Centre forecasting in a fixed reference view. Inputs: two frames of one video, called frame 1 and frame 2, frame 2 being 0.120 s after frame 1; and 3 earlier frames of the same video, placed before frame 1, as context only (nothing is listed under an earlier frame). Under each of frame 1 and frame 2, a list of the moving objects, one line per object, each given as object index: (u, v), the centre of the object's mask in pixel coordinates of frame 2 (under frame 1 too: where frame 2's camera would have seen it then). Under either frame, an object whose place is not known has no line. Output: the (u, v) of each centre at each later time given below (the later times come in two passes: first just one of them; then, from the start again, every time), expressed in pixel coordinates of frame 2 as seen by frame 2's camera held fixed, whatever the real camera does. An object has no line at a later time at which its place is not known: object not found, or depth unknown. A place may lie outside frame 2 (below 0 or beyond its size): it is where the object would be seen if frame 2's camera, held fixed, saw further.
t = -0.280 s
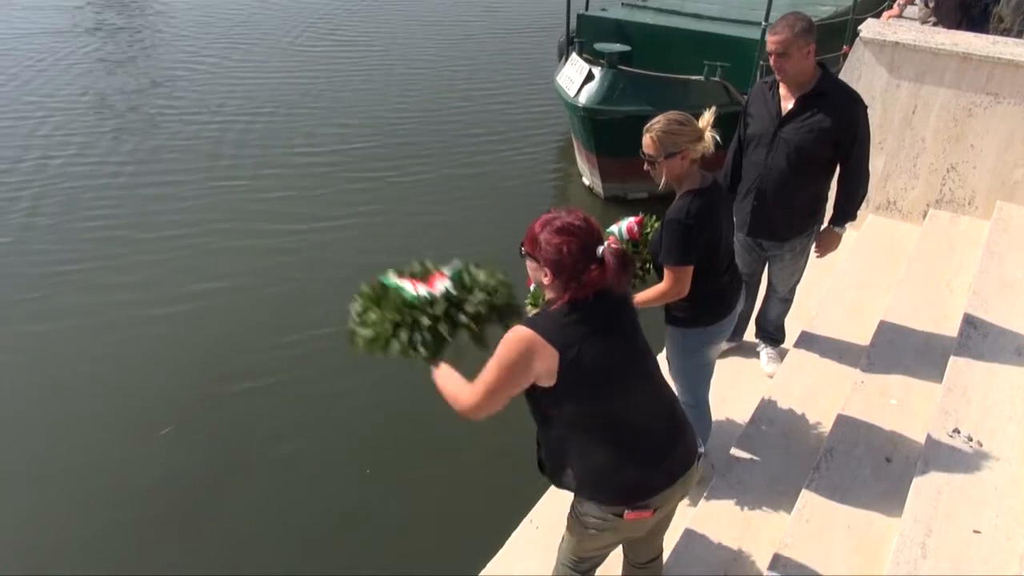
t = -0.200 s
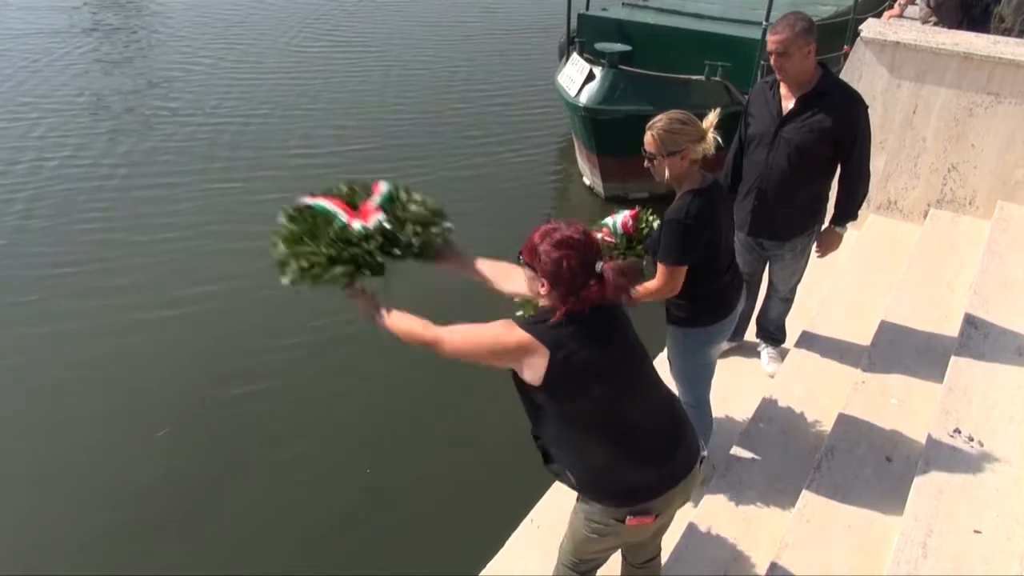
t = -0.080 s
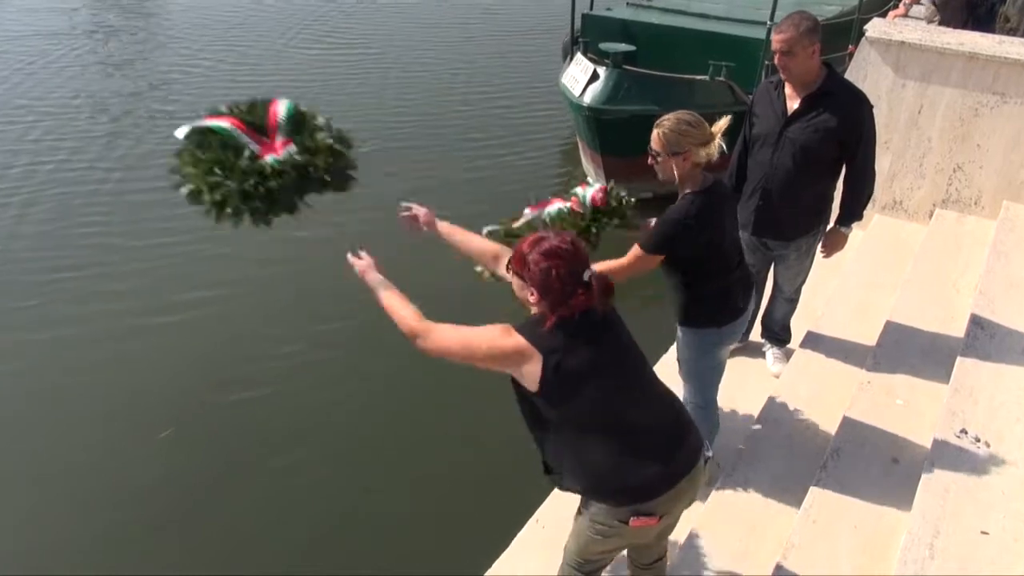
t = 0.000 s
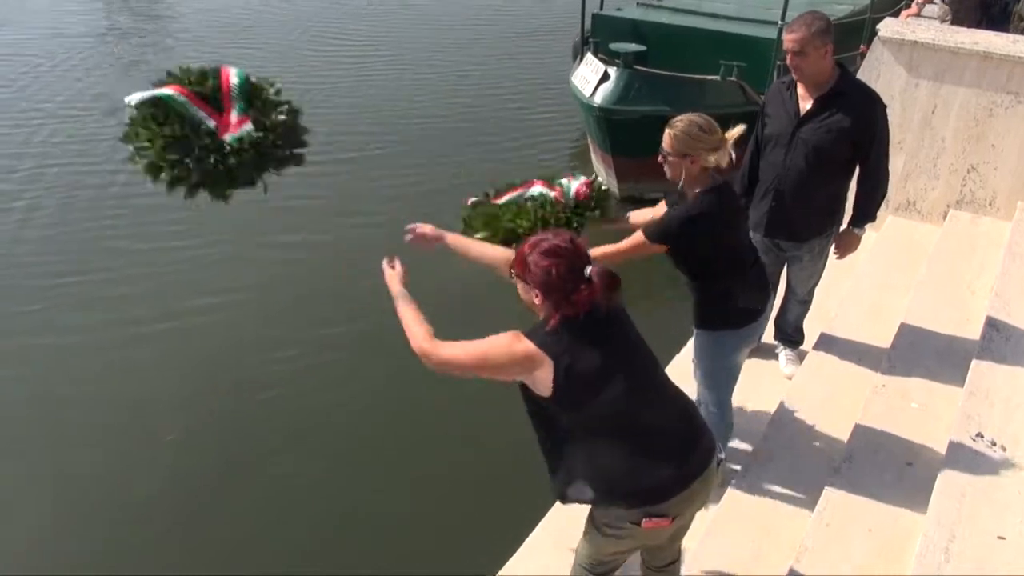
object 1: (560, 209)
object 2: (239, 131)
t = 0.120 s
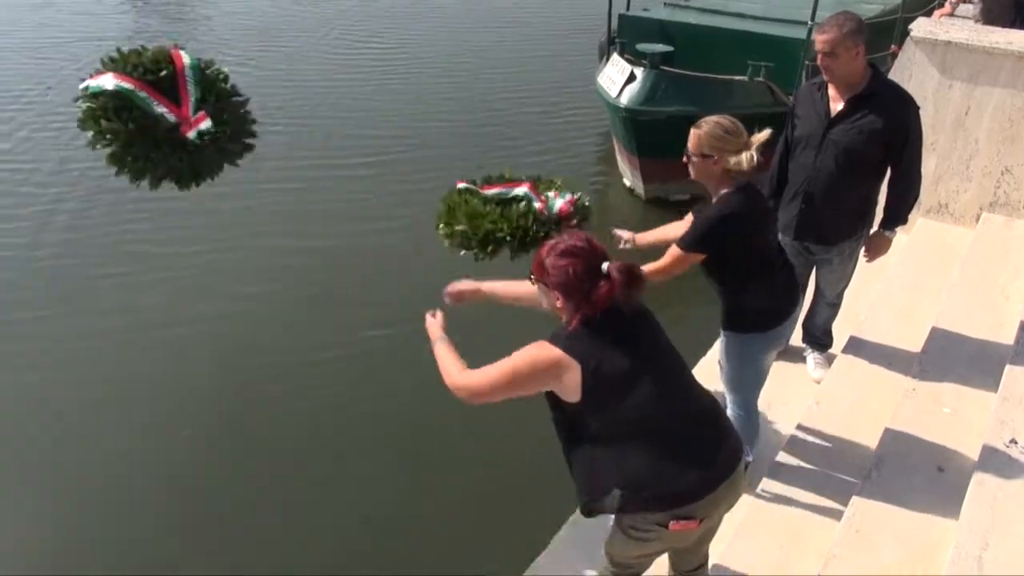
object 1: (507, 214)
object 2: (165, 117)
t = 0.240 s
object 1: (469, 237)
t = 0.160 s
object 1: (493, 219)
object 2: (144, 119)
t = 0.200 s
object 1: (480, 227)
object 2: (126, 123)
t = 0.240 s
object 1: (469, 237)
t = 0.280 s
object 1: (460, 250)
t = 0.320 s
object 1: (448, 263)
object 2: (85, 157)
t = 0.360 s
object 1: (441, 278)
